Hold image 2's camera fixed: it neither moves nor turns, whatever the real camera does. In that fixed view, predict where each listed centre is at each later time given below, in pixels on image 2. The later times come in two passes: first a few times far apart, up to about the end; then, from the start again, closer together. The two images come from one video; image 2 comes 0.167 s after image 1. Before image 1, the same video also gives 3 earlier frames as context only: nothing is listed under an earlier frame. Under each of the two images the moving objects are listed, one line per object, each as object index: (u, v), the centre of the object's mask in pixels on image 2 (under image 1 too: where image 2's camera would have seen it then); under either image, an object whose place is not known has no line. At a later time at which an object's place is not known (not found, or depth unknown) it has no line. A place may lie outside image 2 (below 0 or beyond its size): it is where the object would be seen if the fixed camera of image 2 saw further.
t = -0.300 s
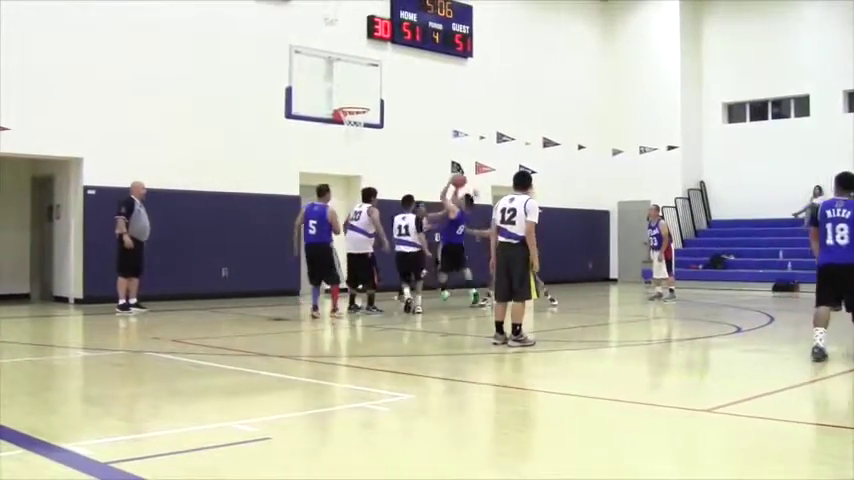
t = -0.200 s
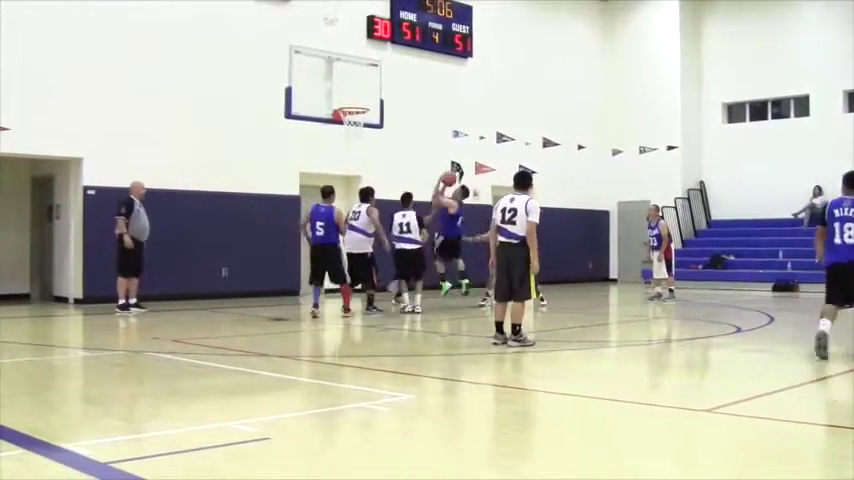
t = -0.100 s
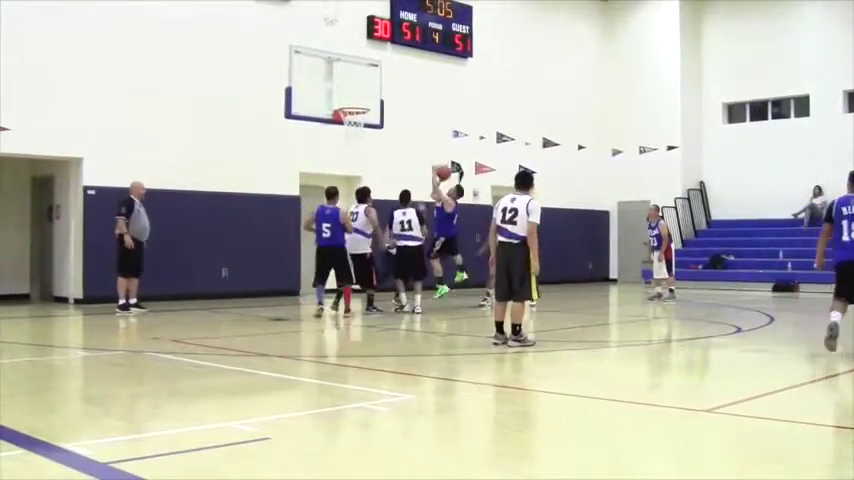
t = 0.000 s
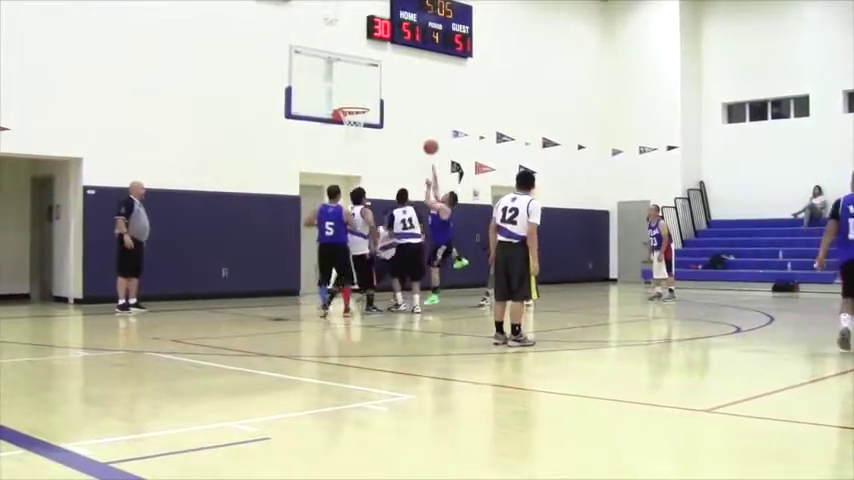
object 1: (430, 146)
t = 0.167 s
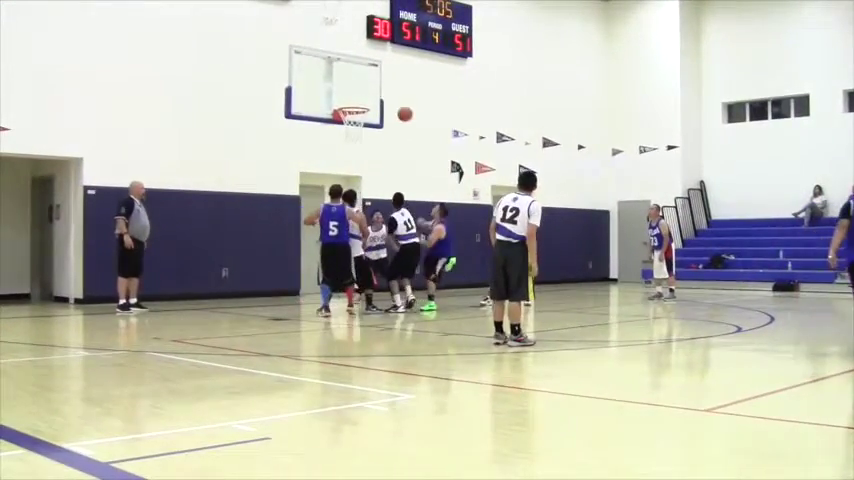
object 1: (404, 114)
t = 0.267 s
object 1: (389, 102)
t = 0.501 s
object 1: (353, 100)
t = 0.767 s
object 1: (352, 103)
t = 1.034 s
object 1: (358, 138)
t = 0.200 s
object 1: (399, 109)
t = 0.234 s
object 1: (394, 106)
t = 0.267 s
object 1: (389, 102)
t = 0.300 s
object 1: (384, 100)
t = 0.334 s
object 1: (379, 99)
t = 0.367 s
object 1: (374, 98)
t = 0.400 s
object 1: (369, 98)
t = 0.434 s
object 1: (364, 98)
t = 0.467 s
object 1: (358, 99)
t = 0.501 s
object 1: (353, 100)
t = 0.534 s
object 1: (349, 102)
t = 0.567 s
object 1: (346, 101)
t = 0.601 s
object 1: (346, 100)
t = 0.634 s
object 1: (347, 99)
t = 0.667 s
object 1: (348, 99)
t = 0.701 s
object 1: (349, 100)
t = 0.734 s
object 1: (350, 100)
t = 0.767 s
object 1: (352, 103)
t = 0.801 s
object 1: (352, 105)
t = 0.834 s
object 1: (353, 108)
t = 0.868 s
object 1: (355, 112)
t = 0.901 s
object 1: (356, 115)
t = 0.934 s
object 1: (356, 123)
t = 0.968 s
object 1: (357, 129)
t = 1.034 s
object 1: (358, 138)
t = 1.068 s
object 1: (358, 144)
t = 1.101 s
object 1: (358, 150)
